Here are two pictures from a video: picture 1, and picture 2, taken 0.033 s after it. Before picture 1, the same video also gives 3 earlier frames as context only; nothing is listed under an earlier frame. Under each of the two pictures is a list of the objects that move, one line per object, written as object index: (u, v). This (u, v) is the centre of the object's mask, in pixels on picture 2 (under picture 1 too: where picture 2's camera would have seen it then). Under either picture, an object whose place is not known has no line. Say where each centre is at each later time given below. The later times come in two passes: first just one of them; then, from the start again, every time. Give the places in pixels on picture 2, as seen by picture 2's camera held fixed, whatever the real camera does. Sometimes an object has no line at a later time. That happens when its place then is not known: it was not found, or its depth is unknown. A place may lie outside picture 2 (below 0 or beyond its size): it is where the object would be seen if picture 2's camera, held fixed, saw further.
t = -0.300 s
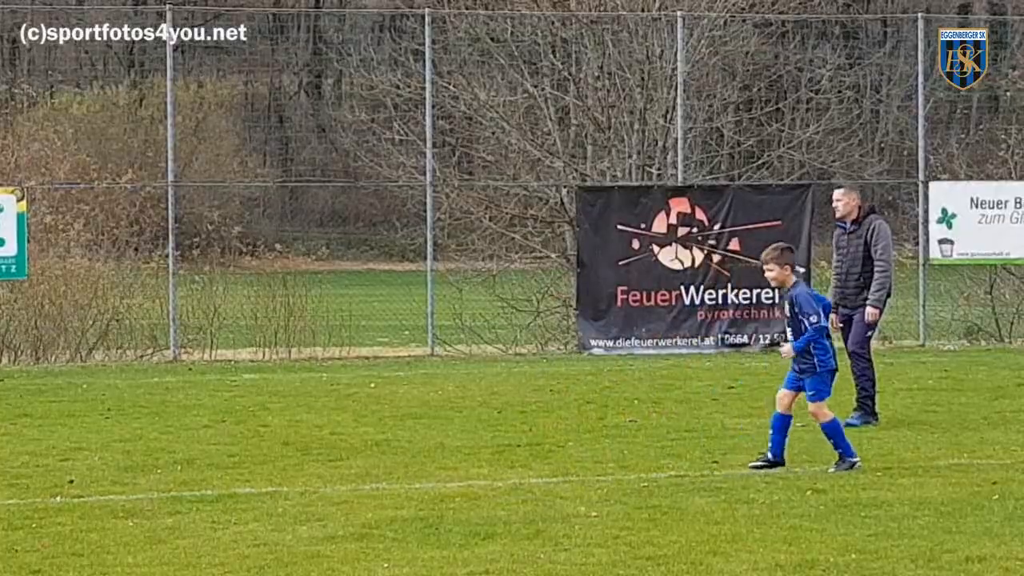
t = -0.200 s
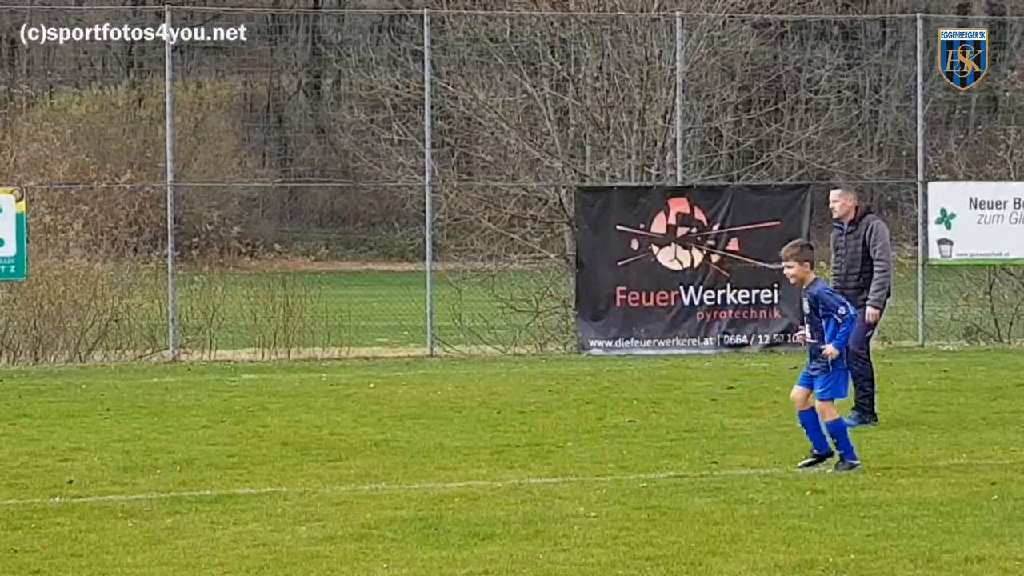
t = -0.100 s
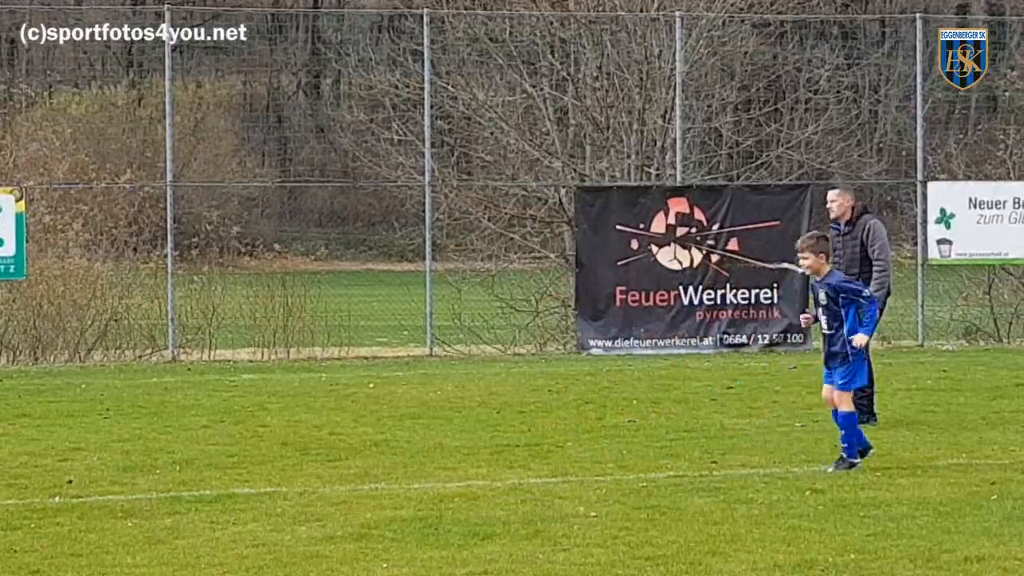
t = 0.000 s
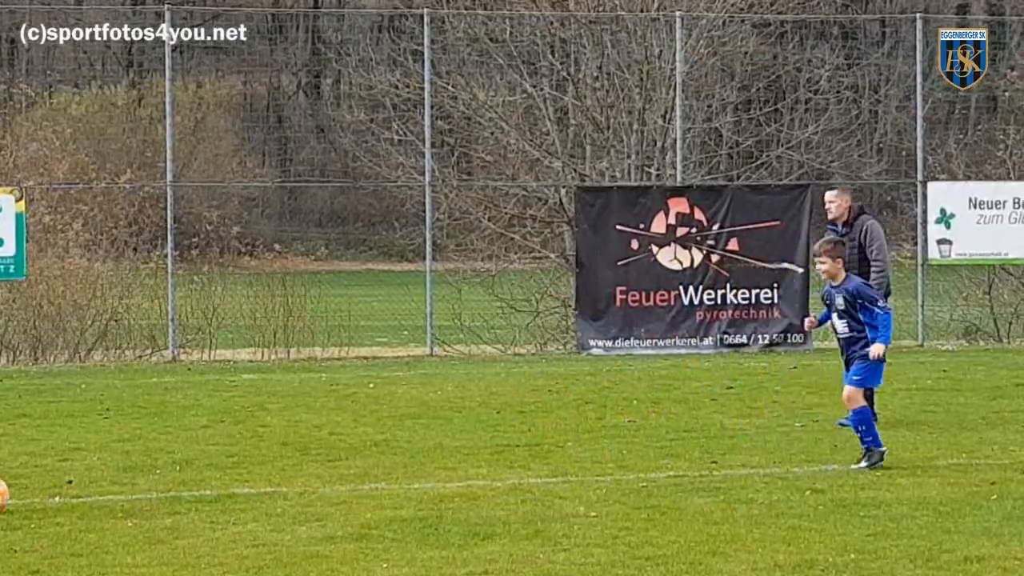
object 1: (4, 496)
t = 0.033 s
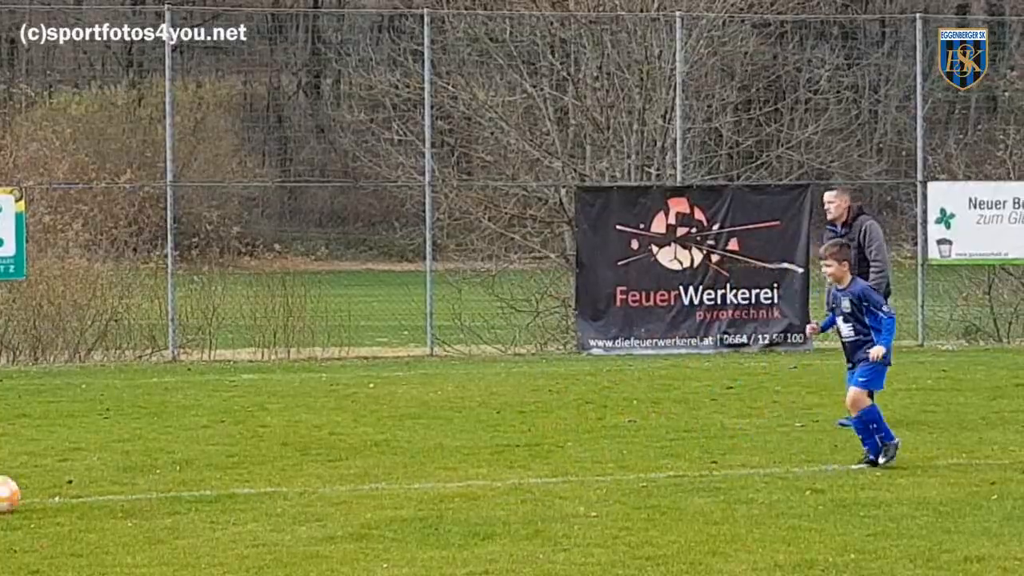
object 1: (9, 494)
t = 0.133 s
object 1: (31, 493)
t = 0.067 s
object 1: (14, 494)
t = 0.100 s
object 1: (20, 494)
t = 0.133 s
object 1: (31, 493)
